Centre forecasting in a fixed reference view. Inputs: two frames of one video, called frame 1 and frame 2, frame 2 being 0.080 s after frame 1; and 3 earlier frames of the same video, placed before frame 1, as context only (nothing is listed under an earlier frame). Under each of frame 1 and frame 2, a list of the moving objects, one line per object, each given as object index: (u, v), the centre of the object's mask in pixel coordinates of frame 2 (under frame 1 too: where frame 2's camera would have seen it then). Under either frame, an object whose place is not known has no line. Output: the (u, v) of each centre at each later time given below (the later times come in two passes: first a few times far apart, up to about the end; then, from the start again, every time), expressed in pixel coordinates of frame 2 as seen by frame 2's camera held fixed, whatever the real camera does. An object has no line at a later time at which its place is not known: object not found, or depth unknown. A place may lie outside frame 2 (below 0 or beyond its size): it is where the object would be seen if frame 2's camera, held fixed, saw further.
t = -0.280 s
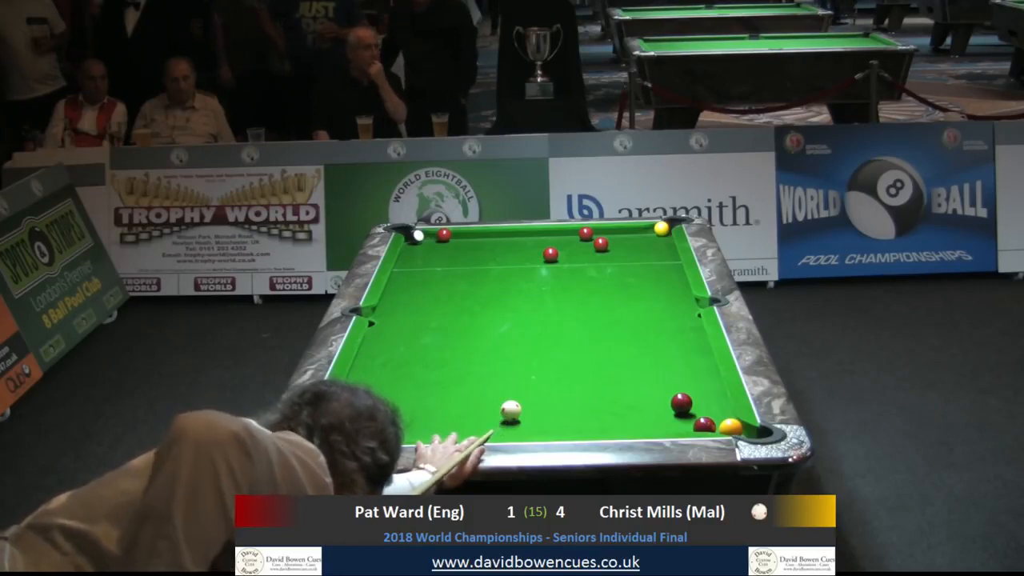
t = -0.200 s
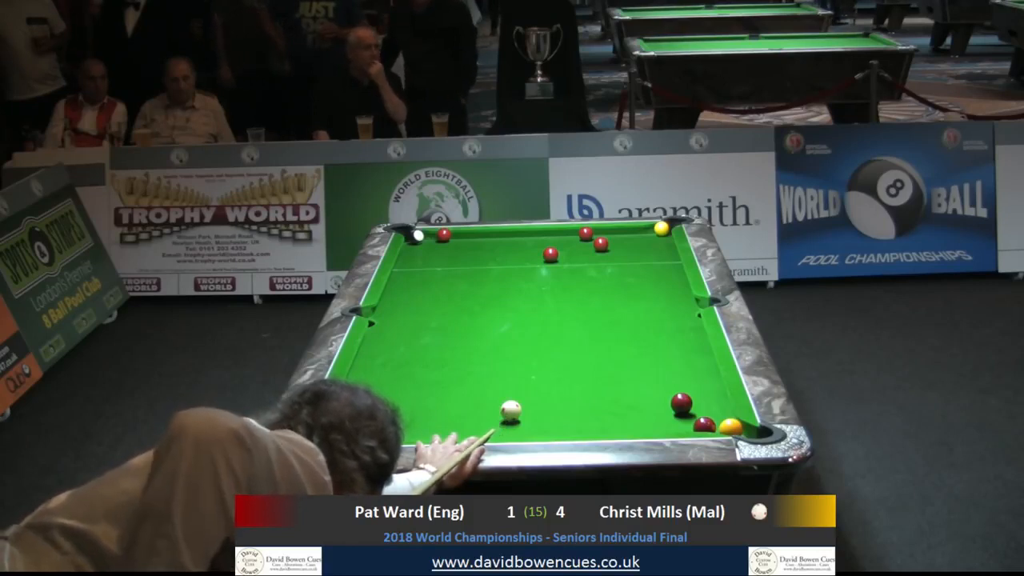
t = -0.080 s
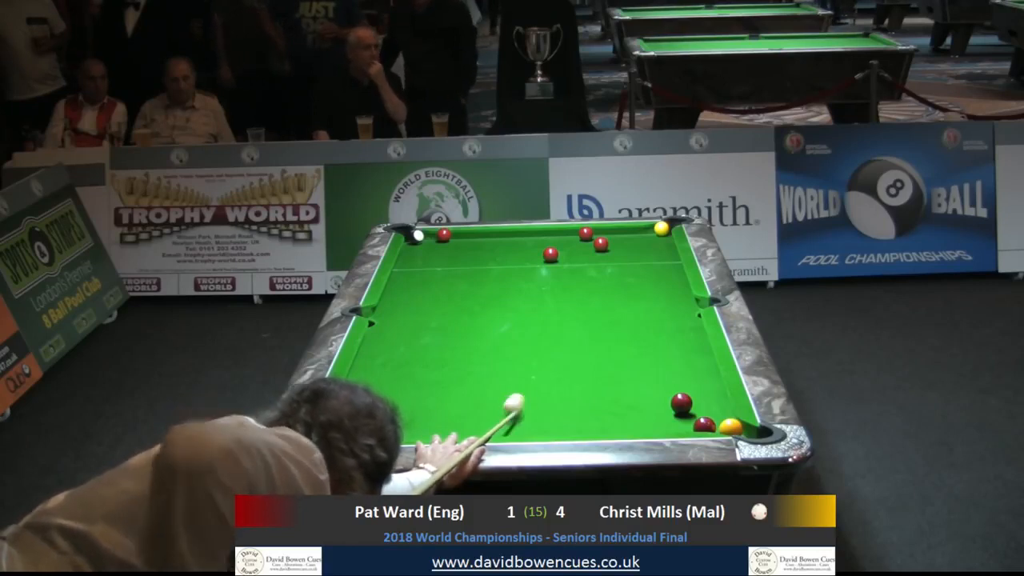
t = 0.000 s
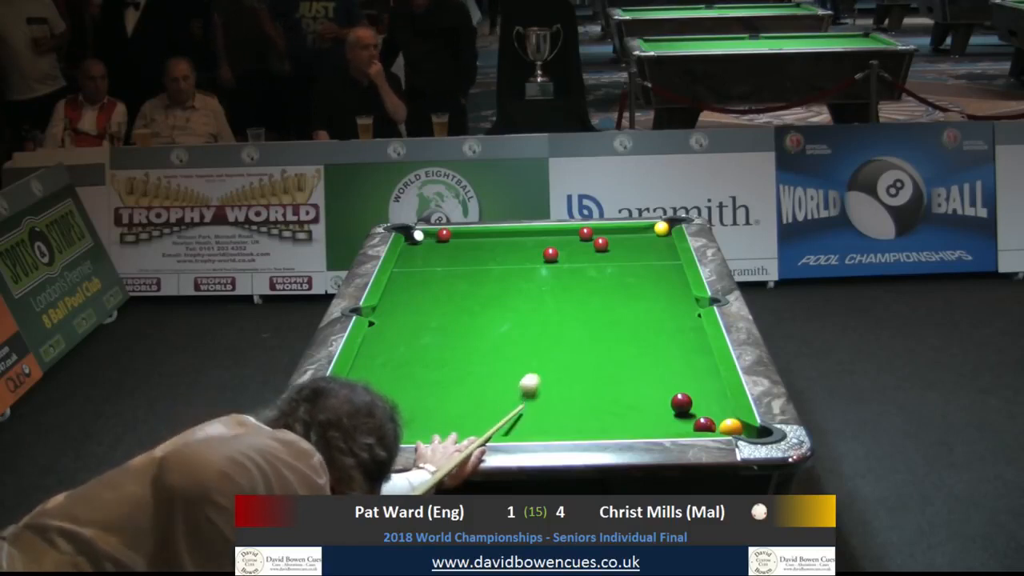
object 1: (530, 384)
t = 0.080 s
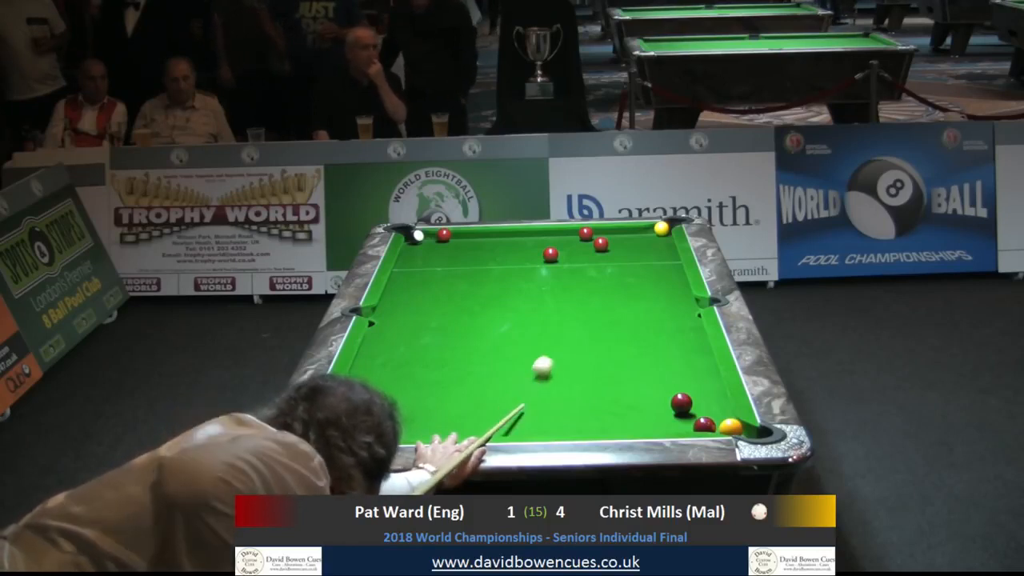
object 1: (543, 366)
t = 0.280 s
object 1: (569, 335)
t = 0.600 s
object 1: (602, 294)
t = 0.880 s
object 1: (626, 265)
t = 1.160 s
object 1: (645, 240)
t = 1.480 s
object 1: (644, 231)
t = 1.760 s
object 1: (645, 236)
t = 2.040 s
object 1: (646, 241)
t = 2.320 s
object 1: (647, 244)
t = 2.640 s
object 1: (647, 248)
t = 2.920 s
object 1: (648, 251)
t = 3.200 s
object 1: (648, 253)
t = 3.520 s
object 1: (648, 255)
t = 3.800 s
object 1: (648, 255)
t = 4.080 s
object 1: (648, 255)
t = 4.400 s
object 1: (648, 255)
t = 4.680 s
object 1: (648, 255)
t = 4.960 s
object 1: (648, 255)
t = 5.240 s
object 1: (648, 255)
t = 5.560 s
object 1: (648, 255)
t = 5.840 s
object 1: (648, 255)
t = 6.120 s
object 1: (648, 255)
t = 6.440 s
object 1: (648, 255)
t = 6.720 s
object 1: (648, 255)
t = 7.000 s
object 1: (648, 255)
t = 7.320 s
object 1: (648, 255)
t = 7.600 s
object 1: (648, 255)
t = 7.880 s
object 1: (648, 255)
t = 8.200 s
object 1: (648, 255)
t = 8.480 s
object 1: (648, 255)
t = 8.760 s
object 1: (648, 255)
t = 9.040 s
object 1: (648, 255)
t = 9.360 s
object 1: (648, 255)
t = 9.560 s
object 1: (648, 255)
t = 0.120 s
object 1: (549, 359)
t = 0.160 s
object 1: (554, 353)
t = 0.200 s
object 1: (559, 346)
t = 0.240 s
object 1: (564, 340)
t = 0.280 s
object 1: (569, 335)
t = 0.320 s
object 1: (573, 330)
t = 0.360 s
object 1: (578, 324)
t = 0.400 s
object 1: (582, 319)
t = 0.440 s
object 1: (586, 313)
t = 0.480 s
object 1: (591, 309)
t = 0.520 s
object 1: (594, 304)
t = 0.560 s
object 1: (598, 299)
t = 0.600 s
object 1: (602, 294)
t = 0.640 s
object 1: (606, 290)
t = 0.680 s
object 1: (609, 285)
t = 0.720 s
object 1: (613, 281)
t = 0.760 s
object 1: (616, 277)
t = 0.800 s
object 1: (619, 273)
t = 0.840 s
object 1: (623, 269)
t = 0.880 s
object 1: (626, 265)
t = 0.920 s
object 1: (629, 261)
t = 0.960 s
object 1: (632, 258)
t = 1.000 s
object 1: (634, 254)
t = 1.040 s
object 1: (637, 250)
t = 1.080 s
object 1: (640, 247)
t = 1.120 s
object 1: (643, 244)
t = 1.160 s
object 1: (645, 240)
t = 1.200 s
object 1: (648, 237)
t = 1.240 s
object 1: (650, 234)
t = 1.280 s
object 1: (651, 232)
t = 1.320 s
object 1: (647, 231)
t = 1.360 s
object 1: (644, 229)
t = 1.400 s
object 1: (643, 230)
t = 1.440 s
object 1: (644, 231)
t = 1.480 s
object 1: (644, 231)
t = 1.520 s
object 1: (645, 232)
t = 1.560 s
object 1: (645, 233)
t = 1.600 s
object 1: (645, 233)
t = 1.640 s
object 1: (645, 234)
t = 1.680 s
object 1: (645, 235)
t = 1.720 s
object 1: (645, 236)
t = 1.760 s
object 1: (645, 236)
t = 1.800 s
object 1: (646, 237)
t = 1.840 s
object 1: (646, 238)
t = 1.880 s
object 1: (646, 238)
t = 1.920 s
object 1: (646, 239)
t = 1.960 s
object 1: (646, 239)
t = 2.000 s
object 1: (646, 240)
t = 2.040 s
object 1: (646, 241)
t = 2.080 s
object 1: (646, 241)
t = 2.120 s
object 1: (646, 242)
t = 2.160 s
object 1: (646, 242)
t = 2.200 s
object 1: (646, 243)
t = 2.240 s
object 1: (647, 244)
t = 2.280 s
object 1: (647, 244)
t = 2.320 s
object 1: (647, 244)
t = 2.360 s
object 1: (647, 245)
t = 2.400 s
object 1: (647, 245)
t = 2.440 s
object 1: (647, 246)
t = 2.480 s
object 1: (647, 246)
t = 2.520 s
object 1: (647, 247)
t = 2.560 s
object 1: (647, 247)
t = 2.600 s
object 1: (647, 248)
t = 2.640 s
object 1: (647, 248)
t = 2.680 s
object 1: (648, 249)
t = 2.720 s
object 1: (648, 249)
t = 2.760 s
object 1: (648, 249)
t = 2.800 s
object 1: (648, 250)
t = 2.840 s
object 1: (648, 250)
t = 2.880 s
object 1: (648, 251)
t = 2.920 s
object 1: (648, 251)
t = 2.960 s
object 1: (648, 251)
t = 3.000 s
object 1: (648, 252)
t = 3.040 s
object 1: (648, 252)
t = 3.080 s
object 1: (648, 252)
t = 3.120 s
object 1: (648, 252)
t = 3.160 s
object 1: (648, 253)
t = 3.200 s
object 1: (648, 253)
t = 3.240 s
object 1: (648, 253)
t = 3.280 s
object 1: (648, 253)
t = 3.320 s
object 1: (648, 254)
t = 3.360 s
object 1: (648, 254)
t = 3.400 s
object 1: (648, 254)
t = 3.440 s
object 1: (648, 254)
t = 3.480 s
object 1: (648, 254)
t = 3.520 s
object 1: (648, 255)
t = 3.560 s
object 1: (648, 255)
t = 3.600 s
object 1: (648, 255)
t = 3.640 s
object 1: (648, 255)
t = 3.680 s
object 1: (648, 255)
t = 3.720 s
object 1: (648, 255)
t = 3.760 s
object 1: (648, 255)
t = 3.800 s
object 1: (648, 255)
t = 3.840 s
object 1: (648, 255)
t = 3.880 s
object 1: (648, 255)
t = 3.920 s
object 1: (648, 255)
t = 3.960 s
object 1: (648, 255)
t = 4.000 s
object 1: (648, 255)
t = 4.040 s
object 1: (648, 255)
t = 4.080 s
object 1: (648, 255)
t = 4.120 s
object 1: (648, 255)
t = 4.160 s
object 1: (648, 255)
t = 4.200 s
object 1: (648, 255)
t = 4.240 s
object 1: (648, 255)
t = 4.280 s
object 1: (648, 255)
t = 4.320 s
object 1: (648, 255)
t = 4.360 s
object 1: (648, 255)
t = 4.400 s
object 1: (648, 255)
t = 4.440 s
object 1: (648, 255)
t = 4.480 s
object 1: (648, 255)
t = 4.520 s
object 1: (648, 255)
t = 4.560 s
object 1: (648, 255)
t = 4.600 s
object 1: (648, 255)
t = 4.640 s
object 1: (648, 255)
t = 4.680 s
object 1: (648, 255)
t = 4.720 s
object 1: (648, 255)
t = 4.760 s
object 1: (648, 255)
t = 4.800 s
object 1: (648, 255)
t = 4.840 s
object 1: (648, 255)
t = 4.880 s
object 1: (648, 255)
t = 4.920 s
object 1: (648, 255)
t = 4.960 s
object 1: (648, 255)
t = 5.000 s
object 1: (648, 255)
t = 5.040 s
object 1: (648, 255)
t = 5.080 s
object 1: (648, 255)
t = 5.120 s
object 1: (648, 255)
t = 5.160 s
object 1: (648, 255)
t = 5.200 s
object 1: (648, 255)
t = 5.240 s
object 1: (648, 255)
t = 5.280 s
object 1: (648, 255)
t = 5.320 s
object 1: (648, 255)
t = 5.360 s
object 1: (648, 255)
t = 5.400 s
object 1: (648, 255)
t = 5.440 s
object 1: (648, 255)
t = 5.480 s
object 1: (648, 255)
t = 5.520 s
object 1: (648, 255)
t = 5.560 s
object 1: (648, 255)
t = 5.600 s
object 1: (648, 255)
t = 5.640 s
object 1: (648, 255)
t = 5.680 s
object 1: (648, 255)
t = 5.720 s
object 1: (648, 255)
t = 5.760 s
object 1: (648, 255)
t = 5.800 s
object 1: (648, 255)
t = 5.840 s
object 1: (648, 255)
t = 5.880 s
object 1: (648, 255)
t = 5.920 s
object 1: (648, 255)
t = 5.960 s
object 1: (648, 255)
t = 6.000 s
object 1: (648, 255)
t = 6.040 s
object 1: (648, 255)
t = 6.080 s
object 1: (648, 255)
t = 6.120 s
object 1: (648, 255)
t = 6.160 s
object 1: (648, 255)
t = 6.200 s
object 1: (648, 255)
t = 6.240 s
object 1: (648, 255)
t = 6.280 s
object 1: (648, 255)
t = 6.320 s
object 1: (648, 255)
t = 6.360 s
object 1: (648, 255)
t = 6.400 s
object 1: (648, 255)
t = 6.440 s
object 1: (648, 255)
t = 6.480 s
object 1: (648, 255)
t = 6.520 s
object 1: (648, 255)
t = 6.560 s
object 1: (648, 255)
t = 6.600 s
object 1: (648, 255)
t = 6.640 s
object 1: (648, 255)
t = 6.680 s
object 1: (648, 255)
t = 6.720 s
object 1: (648, 255)
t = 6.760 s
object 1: (648, 255)
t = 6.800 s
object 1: (648, 255)
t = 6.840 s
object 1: (648, 255)
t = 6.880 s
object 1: (648, 255)
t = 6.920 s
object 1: (648, 255)
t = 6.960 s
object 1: (648, 255)
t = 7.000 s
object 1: (648, 255)
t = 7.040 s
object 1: (648, 255)
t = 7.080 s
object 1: (648, 255)
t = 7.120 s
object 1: (648, 255)
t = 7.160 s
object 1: (648, 255)
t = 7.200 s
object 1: (648, 255)
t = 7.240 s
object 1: (648, 255)
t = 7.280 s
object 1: (648, 255)
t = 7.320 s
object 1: (648, 255)
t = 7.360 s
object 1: (648, 255)
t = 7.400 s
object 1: (648, 255)
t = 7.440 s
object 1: (648, 255)
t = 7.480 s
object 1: (648, 255)
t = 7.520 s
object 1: (648, 255)
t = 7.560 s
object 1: (648, 255)
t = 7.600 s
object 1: (648, 255)
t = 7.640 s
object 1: (648, 255)
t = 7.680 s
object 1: (648, 255)
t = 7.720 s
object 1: (648, 255)
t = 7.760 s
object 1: (648, 255)
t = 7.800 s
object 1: (648, 255)
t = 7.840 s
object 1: (648, 255)
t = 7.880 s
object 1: (648, 255)
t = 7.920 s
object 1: (648, 255)
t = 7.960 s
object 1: (648, 255)
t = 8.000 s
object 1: (648, 255)
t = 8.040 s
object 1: (648, 255)
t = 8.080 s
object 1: (648, 255)
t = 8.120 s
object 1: (648, 255)
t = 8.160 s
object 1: (648, 255)
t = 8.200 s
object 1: (648, 255)
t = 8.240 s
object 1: (648, 255)
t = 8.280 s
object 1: (648, 255)
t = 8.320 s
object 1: (648, 255)
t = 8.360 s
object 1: (648, 255)
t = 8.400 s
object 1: (648, 255)
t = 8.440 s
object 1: (648, 255)
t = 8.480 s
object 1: (648, 255)
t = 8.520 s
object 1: (648, 255)
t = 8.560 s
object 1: (648, 255)
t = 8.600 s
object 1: (648, 255)
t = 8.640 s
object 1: (648, 255)
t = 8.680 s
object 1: (648, 255)
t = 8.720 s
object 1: (648, 255)
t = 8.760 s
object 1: (648, 255)
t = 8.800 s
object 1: (648, 255)
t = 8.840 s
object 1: (648, 255)
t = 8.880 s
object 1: (648, 255)
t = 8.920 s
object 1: (648, 255)
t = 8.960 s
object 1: (648, 255)
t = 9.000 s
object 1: (648, 255)
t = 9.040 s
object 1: (648, 255)
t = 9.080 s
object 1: (648, 255)
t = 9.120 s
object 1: (648, 255)
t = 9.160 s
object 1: (648, 255)
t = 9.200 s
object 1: (648, 255)
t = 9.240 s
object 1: (648, 255)
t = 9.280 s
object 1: (648, 255)
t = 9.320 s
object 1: (648, 255)
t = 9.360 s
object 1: (648, 255)
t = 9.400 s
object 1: (648, 255)
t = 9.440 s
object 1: (648, 255)
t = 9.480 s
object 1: (648, 255)
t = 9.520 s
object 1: (648, 255)
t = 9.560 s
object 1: (648, 255)
